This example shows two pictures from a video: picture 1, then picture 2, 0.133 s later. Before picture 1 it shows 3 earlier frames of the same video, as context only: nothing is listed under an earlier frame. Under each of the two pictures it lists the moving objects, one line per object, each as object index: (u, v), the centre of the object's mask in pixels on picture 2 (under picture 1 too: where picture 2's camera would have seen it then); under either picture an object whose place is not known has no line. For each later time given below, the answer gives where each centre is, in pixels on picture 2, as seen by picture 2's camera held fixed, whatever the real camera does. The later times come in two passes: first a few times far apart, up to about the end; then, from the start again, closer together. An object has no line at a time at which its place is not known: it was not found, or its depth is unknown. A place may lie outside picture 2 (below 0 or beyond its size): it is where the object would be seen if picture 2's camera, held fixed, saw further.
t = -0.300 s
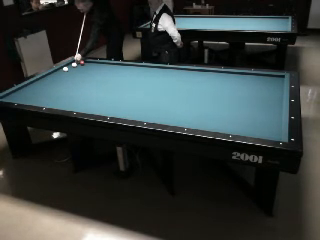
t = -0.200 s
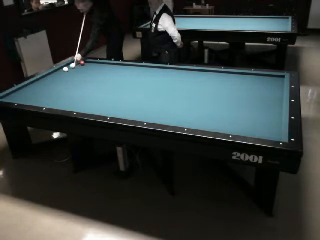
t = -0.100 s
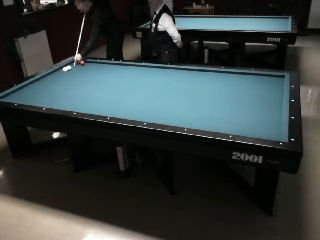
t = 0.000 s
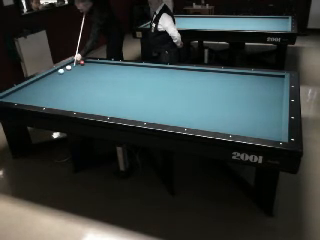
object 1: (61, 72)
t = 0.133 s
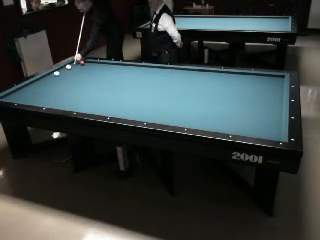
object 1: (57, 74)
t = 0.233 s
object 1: (52, 75)
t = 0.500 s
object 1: (42, 80)
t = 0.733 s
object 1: (34, 84)
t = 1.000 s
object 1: (22, 89)
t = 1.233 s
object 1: (12, 94)
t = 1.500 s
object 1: (7, 96)
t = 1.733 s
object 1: (13, 94)
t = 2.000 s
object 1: (19, 91)
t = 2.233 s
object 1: (23, 89)
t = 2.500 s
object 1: (28, 86)
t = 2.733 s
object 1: (33, 84)
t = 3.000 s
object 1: (37, 81)
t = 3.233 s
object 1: (41, 80)
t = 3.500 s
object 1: (45, 78)
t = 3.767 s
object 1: (48, 76)
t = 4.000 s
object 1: (51, 74)
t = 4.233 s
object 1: (54, 73)
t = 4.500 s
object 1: (57, 72)
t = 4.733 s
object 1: (59, 70)
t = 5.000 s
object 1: (61, 69)
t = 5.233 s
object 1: (63, 68)
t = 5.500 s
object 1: (65, 67)
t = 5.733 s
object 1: (66, 67)
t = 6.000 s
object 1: (68, 66)
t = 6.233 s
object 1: (69, 65)
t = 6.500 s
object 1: (70, 65)
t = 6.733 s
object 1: (71, 64)
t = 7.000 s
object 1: (71, 64)
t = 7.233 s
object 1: (71, 64)
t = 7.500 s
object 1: (71, 64)
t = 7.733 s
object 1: (71, 64)
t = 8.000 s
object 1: (71, 64)
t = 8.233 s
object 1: (71, 64)
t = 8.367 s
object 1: (71, 64)
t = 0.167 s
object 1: (55, 74)
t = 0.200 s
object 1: (54, 74)
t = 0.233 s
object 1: (52, 75)
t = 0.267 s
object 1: (51, 75)
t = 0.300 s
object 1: (50, 76)
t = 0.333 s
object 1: (49, 77)
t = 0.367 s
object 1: (48, 77)
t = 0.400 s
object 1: (46, 78)
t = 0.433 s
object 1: (45, 78)
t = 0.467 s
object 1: (44, 79)
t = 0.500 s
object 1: (42, 80)
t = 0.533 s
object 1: (42, 80)
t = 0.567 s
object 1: (40, 81)
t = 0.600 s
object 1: (38, 82)
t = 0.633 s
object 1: (37, 82)
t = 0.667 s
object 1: (36, 83)
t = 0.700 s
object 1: (35, 83)
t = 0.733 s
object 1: (34, 84)
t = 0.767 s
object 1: (32, 85)
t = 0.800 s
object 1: (31, 85)
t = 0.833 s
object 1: (30, 86)
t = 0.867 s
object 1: (28, 87)
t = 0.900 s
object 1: (27, 87)
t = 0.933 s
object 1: (25, 88)
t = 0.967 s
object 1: (24, 89)
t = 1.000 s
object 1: (22, 89)
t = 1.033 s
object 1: (21, 90)
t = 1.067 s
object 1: (20, 91)
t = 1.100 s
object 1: (18, 92)
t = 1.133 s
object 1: (17, 92)
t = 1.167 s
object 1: (15, 93)
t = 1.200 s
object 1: (14, 93)
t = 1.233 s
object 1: (12, 94)
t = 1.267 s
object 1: (11, 95)
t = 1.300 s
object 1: (9, 96)
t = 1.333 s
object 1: (8, 96)
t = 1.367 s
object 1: (6, 97)
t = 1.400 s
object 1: (5, 97)
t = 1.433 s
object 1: (6, 97)
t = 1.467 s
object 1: (6, 97)
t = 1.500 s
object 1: (7, 96)
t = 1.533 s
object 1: (8, 96)
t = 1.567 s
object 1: (9, 96)
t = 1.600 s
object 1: (10, 96)
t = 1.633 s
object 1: (10, 95)
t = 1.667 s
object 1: (11, 95)
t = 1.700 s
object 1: (12, 94)
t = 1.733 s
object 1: (13, 94)
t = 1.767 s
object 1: (14, 93)
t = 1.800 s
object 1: (14, 93)
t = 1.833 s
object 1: (15, 93)
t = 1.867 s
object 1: (16, 92)
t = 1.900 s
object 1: (17, 92)
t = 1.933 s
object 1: (17, 92)
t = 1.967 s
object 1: (18, 91)
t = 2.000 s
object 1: (19, 91)
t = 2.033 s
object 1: (20, 90)
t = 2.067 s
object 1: (20, 90)
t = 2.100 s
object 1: (21, 90)
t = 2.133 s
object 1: (21, 90)
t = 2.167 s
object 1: (22, 89)
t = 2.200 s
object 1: (23, 89)
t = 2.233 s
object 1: (23, 89)
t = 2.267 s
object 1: (24, 88)
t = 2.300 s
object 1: (25, 88)
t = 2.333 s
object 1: (26, 87)
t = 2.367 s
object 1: (26, 87)
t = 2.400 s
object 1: (27, 87)
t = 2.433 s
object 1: (27, 87)
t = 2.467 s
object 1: (28, 86)
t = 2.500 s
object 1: (28, 86)
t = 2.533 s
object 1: (29, 86)
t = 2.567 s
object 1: (30, 85)
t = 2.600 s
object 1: (30, 85)
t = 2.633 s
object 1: (31, 85)
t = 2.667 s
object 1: (32, 84)
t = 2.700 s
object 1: (32, 84)
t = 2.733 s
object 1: (33, 84)
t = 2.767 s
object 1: (33, 83)
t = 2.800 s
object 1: (34, 83)
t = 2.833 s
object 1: (35, 83)
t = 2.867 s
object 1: (35, 83)
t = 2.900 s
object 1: (36, 82)
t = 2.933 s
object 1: (36, 82)
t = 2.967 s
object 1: (36, 82)
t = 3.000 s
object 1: (37, 81)
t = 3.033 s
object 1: (38, 81)
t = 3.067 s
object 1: (38, 81)
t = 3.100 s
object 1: (39, 81)
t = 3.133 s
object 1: (39, 80)
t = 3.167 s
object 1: (40, 80)
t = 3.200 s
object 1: (40, 80)
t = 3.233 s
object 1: (41, 80)
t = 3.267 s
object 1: (41, 79)
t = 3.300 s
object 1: (42, 79)
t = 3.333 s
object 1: (42, 79)
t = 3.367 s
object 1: (43, 79)
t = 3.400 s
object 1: (43, 78)
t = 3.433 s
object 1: (44, 78)
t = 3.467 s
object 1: (44, 78)
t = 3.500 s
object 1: (45, 78)
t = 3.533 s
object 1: (45, 77)
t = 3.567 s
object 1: (46, 77)
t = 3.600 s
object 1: (46, 77)
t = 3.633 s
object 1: (47, 77)
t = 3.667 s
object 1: (47, 77)
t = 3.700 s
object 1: (47, 76)
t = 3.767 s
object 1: (48, 76)
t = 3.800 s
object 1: (49, 76)
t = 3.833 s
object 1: (49, 76)
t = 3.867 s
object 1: (50, 75)
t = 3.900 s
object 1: (50, 75)
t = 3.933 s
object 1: (50, 75)
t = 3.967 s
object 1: (51, 75)
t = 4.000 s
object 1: (51, 74)
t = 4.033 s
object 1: (52, 74)
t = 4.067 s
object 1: (52, 74)
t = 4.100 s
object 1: (52, 74)
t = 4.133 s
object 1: (53, 74)
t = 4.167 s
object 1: (53, 74)
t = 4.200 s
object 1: (53, 73)
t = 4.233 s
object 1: (54, 73)
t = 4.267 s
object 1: (54, 73)
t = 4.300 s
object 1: (55, 73)
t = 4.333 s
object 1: (55, 73)
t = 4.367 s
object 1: (55, 72)
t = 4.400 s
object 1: (56, 72)
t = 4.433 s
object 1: (56, 72)
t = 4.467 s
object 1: (56, 72)
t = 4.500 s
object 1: (57, 72)
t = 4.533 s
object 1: (57, 72)
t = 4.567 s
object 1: (57, 71)
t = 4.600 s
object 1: (58, 71)
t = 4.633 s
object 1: (58, 71)
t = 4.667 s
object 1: (58, 71)
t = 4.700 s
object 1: (59, 71)
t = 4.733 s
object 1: (59, 70)
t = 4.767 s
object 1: (59, 70)
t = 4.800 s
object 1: (59, 70)
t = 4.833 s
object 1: (60, 70)
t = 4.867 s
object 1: (60, 70)
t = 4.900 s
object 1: (60, 70)
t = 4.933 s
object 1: (61, 70)
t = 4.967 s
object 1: (61, 70)
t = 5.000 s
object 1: (61, 69)
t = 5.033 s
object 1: (61, 69)
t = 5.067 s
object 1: (62, 69)
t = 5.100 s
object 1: (62, 69)
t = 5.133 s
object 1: (62, 69)
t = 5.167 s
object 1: (63, 69)
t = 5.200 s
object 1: (63, 69)
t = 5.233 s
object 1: (63, 68)
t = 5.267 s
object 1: (63, 68)
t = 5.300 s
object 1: (64, 68)
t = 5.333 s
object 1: (64, 68)
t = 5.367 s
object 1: (64, 68)
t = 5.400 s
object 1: (64, 68)
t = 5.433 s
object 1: (64, 68)
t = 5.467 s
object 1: (65, 68)
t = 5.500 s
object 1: (65, 67)
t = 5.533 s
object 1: (65, 67)
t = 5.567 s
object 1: (65, 67)
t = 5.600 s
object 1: (66, 67)
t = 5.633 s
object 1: (66, 67)
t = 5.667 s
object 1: (66, 67)
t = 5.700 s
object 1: (66, 67)
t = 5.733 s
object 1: (66, 67)
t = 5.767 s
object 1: (67, 67)
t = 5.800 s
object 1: (67, 66)
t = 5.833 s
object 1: (67, 66)
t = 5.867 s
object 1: (67, 66)
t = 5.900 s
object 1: (68, 66)
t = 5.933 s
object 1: (68, 66)
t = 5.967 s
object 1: (68, 66)
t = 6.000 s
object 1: (68, 66)
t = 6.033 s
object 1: (68, 66)
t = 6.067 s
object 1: (68, 66)
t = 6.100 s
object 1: (69, 66)
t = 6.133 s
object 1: (69, 66)
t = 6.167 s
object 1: (69, 66)
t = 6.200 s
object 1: (69, 66)
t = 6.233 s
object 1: (69, 65)
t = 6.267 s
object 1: (69, 65)
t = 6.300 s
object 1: (69, 65)
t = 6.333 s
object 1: (70, 65)
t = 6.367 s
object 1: (70, 65)
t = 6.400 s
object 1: (70, 65)
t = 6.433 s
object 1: (70, 65)
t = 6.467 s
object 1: (70, 65)
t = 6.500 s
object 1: (70, 65)
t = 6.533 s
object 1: (70, 65)
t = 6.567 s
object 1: (71, 65)
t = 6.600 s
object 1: (71, 65)
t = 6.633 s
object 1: (71, 65)
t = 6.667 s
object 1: (71, 65)
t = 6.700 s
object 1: (71, 65)
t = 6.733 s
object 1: (71, 64)
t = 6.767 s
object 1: (71, 64)
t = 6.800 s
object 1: (71, 64)
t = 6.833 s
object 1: (71, 64)
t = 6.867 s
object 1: (71, 64)
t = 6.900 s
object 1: (71, 64)
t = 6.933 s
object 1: (71, 64)
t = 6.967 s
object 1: (71, 64)
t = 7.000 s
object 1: (71, 64)
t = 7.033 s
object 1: (71, 64)
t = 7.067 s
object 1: (71, 64)
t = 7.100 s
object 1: (71, 64)
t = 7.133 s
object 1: (71, 64)
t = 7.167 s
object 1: (71, 64)
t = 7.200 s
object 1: (71, 64)
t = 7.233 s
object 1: (71, 64)
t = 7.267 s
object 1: (71, 64)
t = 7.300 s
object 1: (71, 64)
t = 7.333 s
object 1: (71, 64)
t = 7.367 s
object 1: (71, 64)
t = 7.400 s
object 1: (71, 64)
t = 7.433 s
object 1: (71, 64)
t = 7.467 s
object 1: (71, 64)
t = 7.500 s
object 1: (71, 64)
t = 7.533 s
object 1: (71, 64)
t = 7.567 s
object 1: (71, 64)
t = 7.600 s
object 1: (71, 64)
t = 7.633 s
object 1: (71, 64)
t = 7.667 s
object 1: (71, 64)
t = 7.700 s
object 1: (71, 64)
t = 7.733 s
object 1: (71, 64)
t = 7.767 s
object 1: (71, 64)
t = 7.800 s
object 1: (71, 64)
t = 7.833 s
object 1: (71, 64)
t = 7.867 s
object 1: (71, 64)
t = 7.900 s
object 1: (71, 64)
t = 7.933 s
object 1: (71, 64)
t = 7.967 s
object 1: (71, 64)
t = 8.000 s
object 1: (71, 64)
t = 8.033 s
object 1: (71, 64)
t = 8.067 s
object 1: (71, 64)
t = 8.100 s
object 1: (71, 64)
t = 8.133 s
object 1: (71, 64)
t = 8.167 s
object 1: (71, 64)
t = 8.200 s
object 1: (71, 64)
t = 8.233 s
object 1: (71, 64)
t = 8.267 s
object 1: (71, 64)
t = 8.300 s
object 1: (71, 64)
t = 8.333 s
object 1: (71, 64)
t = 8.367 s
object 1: (71, 64)
